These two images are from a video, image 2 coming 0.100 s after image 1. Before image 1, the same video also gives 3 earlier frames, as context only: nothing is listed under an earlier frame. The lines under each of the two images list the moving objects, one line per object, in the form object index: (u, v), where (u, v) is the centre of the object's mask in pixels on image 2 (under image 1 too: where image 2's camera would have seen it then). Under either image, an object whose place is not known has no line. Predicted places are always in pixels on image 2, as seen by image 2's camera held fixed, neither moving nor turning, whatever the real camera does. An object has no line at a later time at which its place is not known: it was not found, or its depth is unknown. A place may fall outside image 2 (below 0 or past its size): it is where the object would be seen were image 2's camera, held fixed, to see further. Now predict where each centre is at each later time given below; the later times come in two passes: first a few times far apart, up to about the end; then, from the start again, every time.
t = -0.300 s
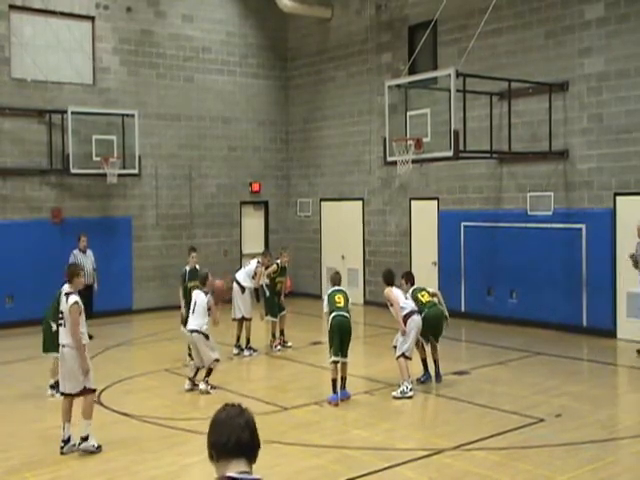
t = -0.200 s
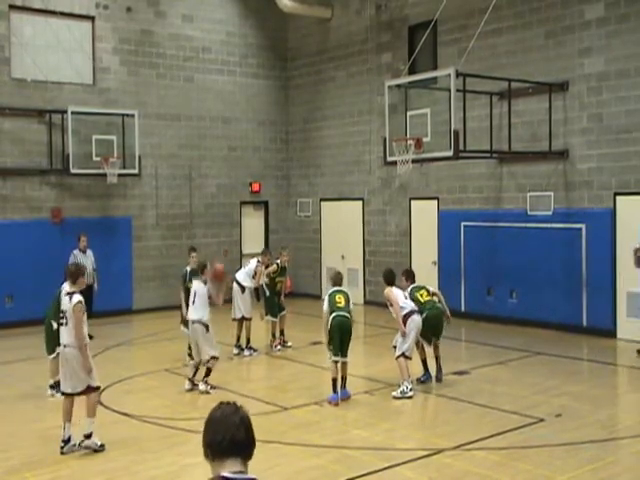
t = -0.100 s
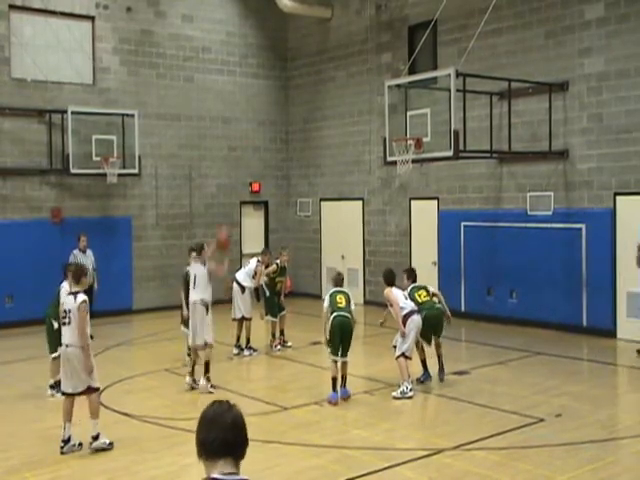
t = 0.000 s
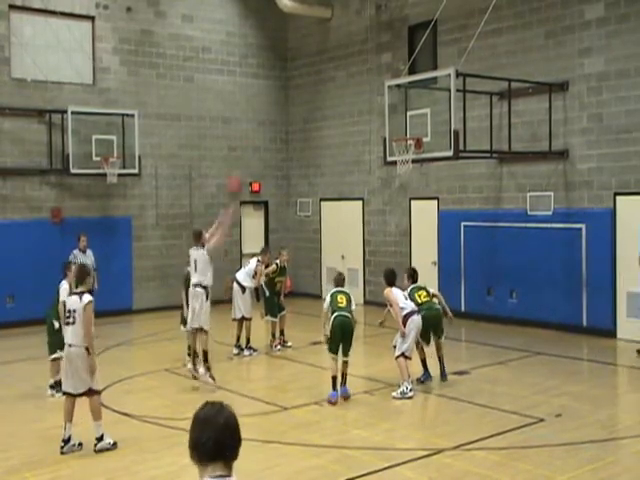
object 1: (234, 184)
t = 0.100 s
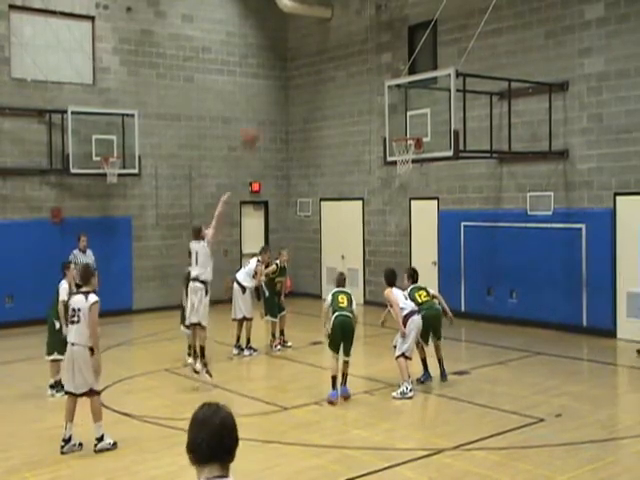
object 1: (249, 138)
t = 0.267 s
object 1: (276, 75)
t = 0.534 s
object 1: (314, 27)
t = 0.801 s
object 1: (350, 38)
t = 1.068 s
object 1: (381, 96)
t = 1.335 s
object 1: (410, 128)
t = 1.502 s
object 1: (407, 124)
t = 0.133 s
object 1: (257, 120)
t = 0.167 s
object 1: (263, 105)
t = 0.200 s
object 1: (266, 97)
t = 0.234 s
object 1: (272, 84)
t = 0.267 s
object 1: (276, 75)
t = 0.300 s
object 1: (280, 64)
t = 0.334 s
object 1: (286, 58)
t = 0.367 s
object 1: (291, 49)
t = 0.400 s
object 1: (295, 42)
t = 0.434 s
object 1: (300, 39)
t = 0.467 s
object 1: (305, 33)
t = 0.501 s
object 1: (309, 30)
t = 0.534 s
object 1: (314, 27)
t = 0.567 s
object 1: (320, 25)
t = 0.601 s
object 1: (323, 23)
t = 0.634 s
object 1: (328, 25)
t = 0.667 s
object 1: (333, 24)
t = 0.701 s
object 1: (336, 27)
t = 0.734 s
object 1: (341, 28)
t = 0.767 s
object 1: (345, 32)
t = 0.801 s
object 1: (350, 38)
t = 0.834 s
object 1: (354, 40)
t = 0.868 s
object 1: (358, 46)
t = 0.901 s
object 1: (361, 51)
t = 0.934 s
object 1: (365, 58)
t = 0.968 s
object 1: (371, 69)
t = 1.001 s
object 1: (376, 75)
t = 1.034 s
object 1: (378, 88)
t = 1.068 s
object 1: (381, 96)
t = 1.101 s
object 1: (384, 105)
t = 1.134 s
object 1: (391, 118)
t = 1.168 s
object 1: (397, 129)
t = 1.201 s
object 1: (399, 130)
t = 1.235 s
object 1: (400, 129)
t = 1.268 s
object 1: (403, 128)
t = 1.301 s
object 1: (407, 128)
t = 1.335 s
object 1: (410, 128)
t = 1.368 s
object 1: (412, 129)
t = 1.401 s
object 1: (412, 128)
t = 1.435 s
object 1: (410, 126)
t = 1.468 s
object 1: (409, 123)
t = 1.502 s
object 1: (407, 124)
